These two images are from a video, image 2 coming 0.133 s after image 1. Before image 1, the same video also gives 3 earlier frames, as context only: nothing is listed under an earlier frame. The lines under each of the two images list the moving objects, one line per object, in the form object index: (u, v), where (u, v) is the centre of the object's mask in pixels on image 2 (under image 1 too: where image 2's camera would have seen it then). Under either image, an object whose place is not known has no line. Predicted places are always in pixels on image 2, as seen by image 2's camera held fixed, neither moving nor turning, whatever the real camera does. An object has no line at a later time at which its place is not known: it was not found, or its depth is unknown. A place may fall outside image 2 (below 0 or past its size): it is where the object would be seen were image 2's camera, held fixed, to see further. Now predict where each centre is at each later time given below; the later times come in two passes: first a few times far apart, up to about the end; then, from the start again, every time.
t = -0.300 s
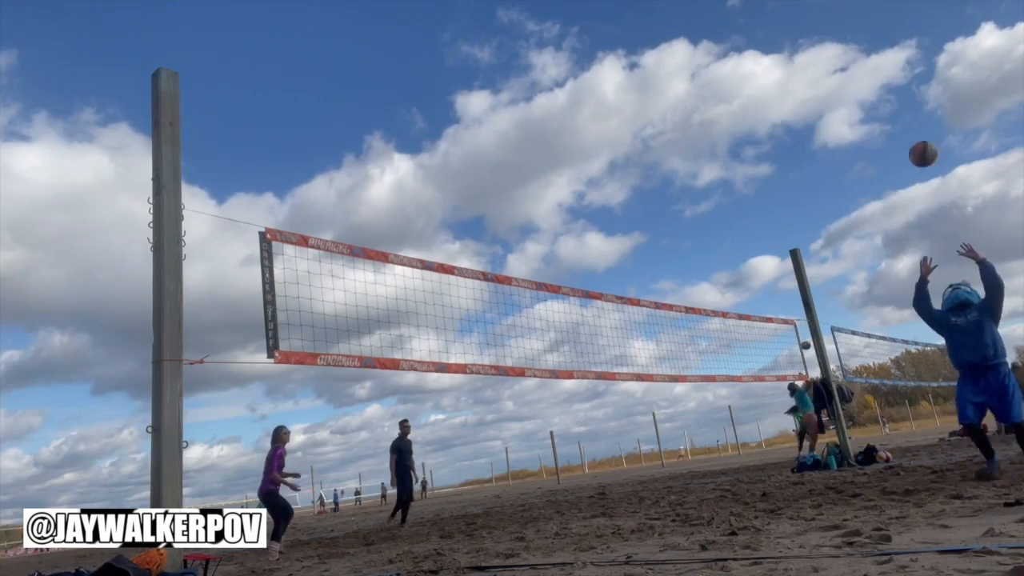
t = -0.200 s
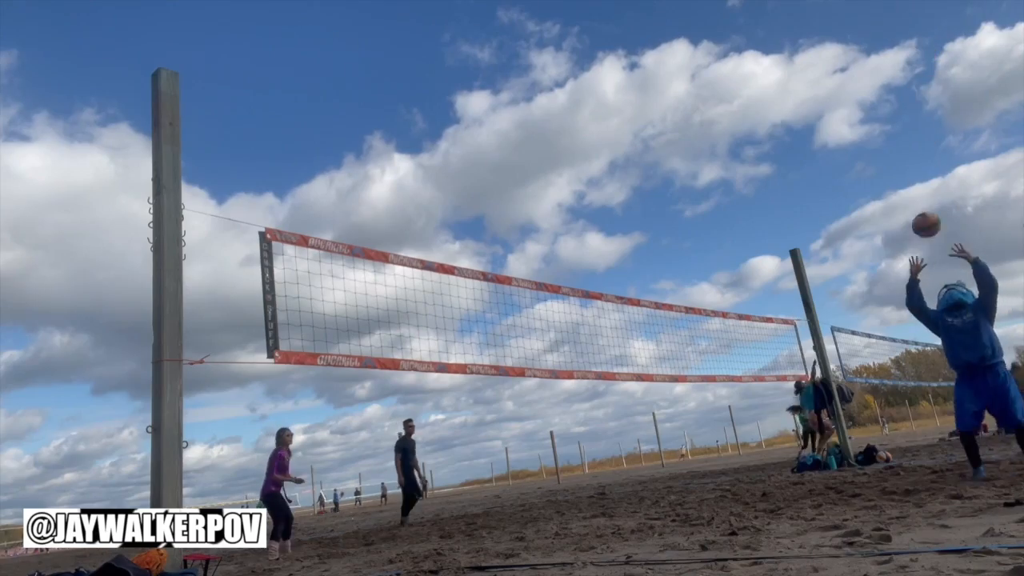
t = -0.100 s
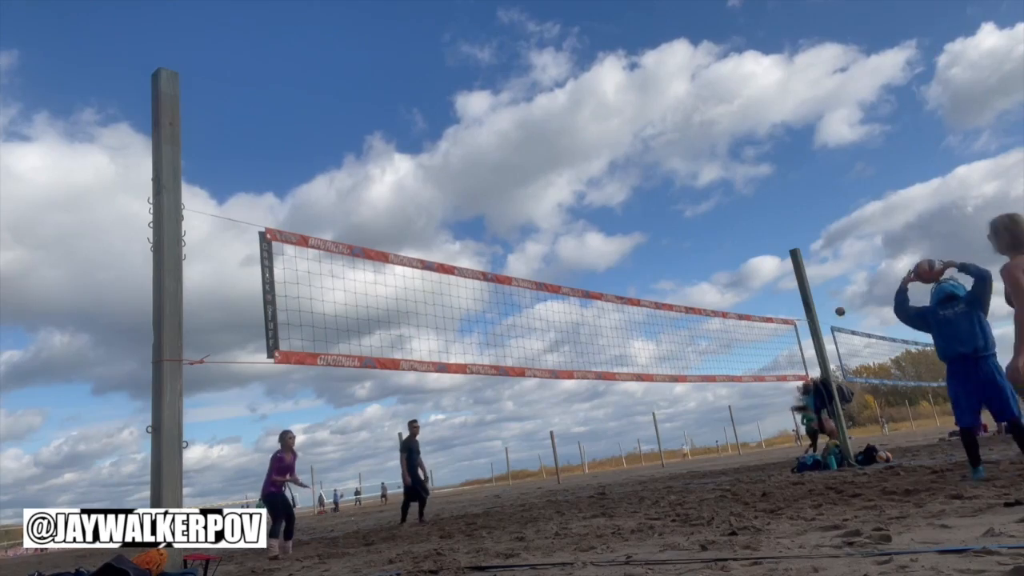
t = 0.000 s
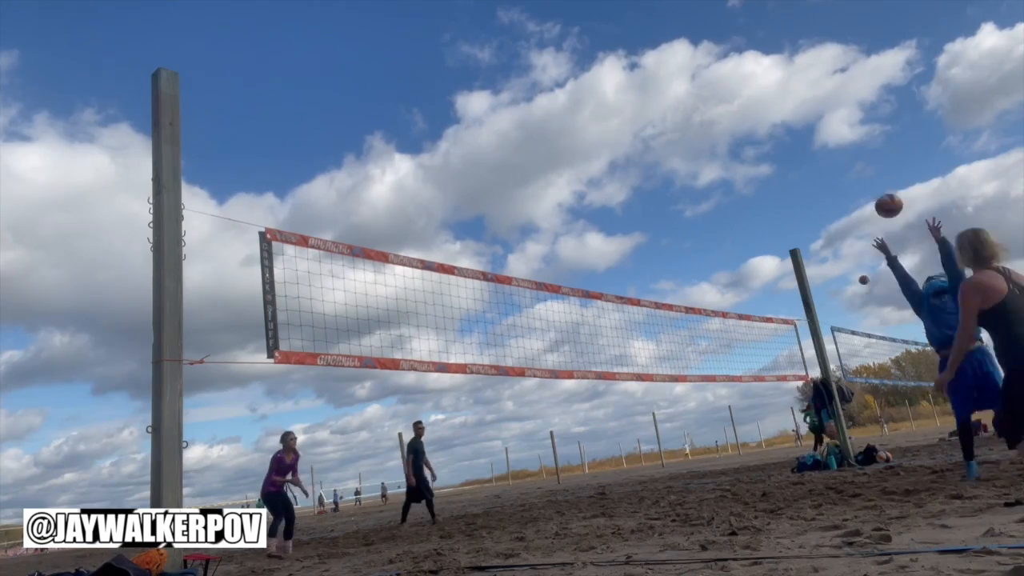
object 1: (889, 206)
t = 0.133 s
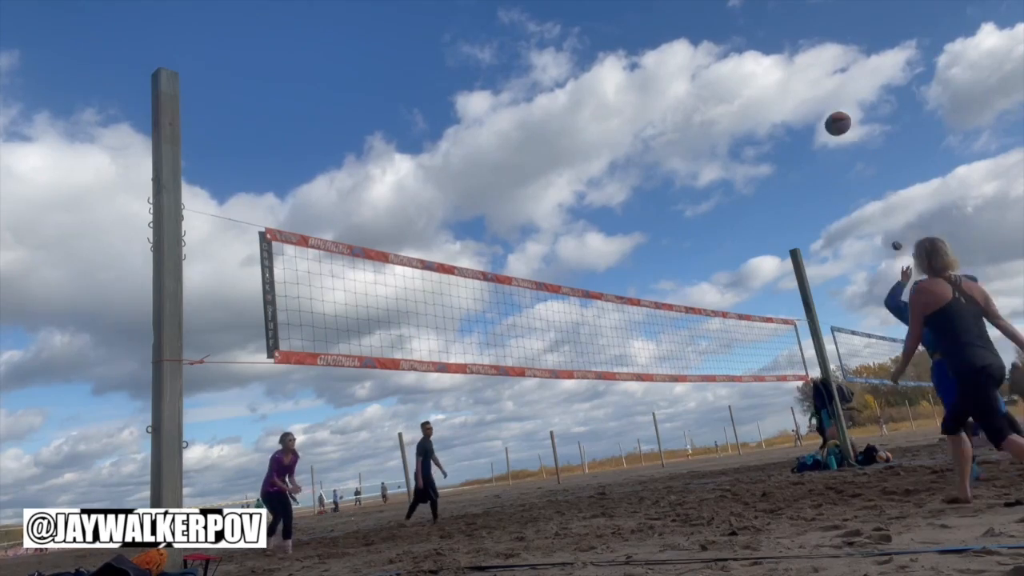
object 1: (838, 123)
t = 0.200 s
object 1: (815, 91)
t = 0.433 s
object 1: (748, 18)
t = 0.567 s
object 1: (717, 6)
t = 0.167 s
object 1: (826, 107)
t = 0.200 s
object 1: (815, 91)
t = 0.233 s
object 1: (804, 77)
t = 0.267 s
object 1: (794, 65)
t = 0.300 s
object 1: (784, 53)
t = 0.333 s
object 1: (775, 43)
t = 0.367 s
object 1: (765, 34)
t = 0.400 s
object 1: (756, 26)
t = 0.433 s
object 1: (748, 18)
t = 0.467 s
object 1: (740, 12)
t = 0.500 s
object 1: (732, 9)
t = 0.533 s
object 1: (724, 7)
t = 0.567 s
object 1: (717, 6)
